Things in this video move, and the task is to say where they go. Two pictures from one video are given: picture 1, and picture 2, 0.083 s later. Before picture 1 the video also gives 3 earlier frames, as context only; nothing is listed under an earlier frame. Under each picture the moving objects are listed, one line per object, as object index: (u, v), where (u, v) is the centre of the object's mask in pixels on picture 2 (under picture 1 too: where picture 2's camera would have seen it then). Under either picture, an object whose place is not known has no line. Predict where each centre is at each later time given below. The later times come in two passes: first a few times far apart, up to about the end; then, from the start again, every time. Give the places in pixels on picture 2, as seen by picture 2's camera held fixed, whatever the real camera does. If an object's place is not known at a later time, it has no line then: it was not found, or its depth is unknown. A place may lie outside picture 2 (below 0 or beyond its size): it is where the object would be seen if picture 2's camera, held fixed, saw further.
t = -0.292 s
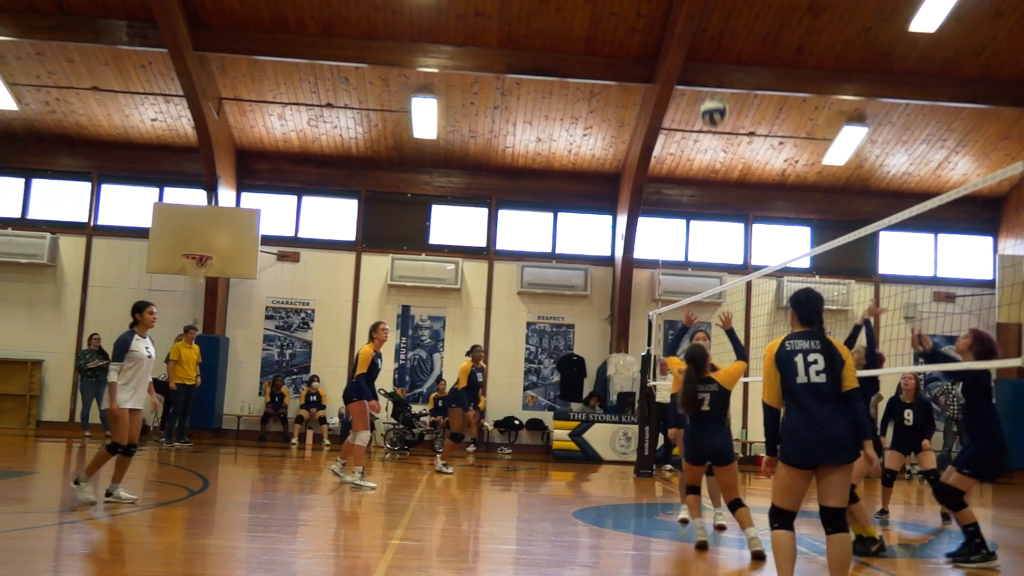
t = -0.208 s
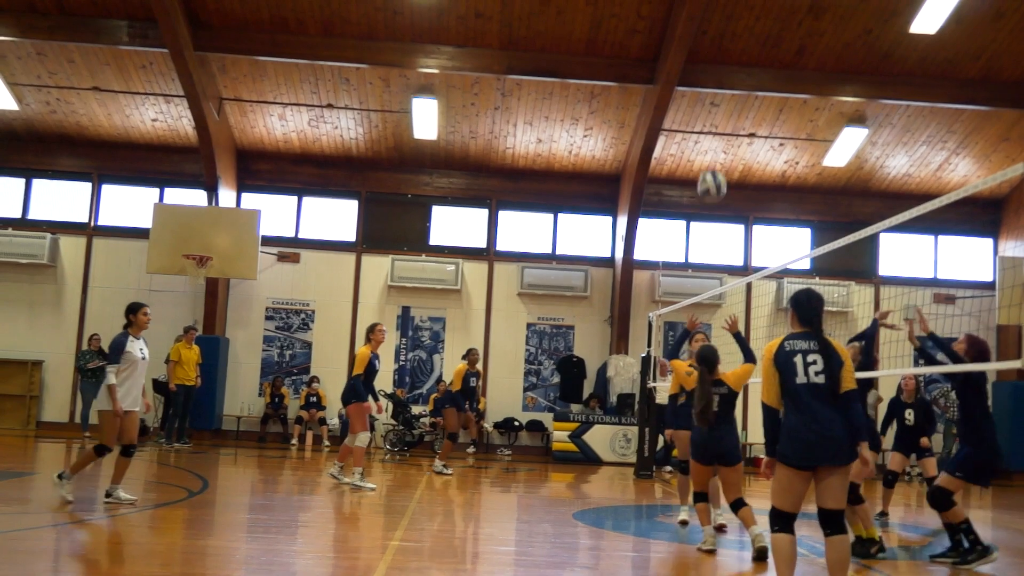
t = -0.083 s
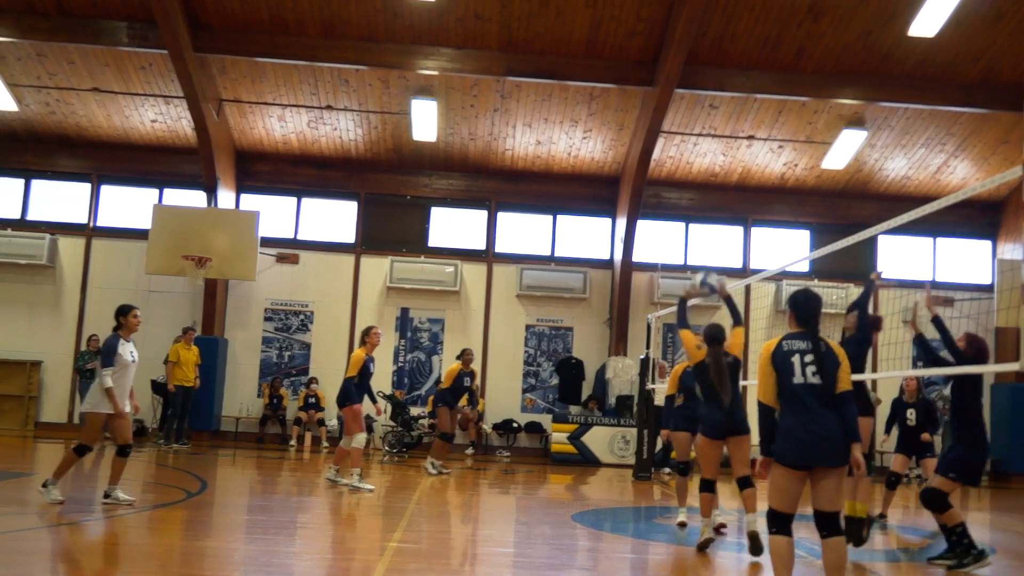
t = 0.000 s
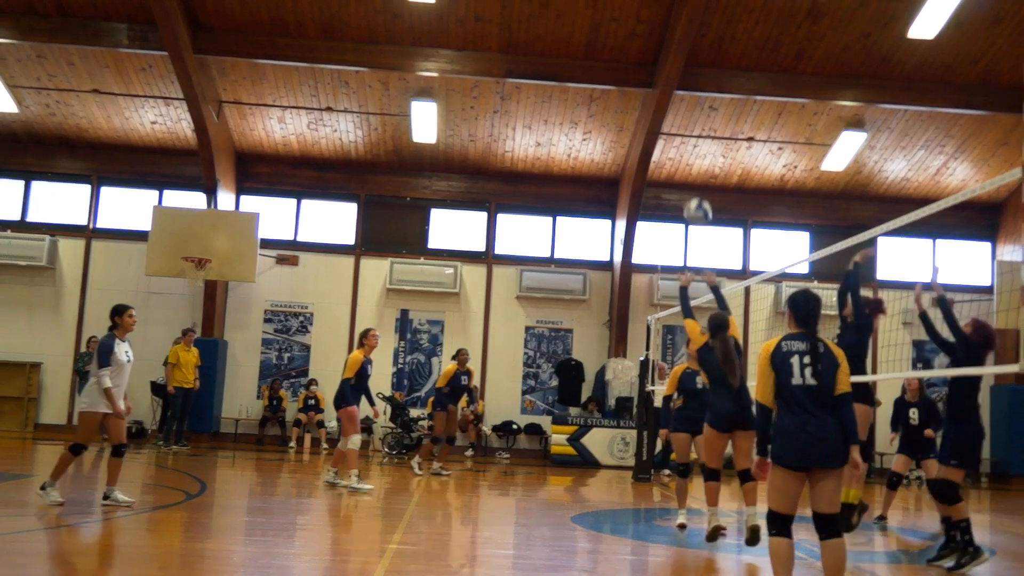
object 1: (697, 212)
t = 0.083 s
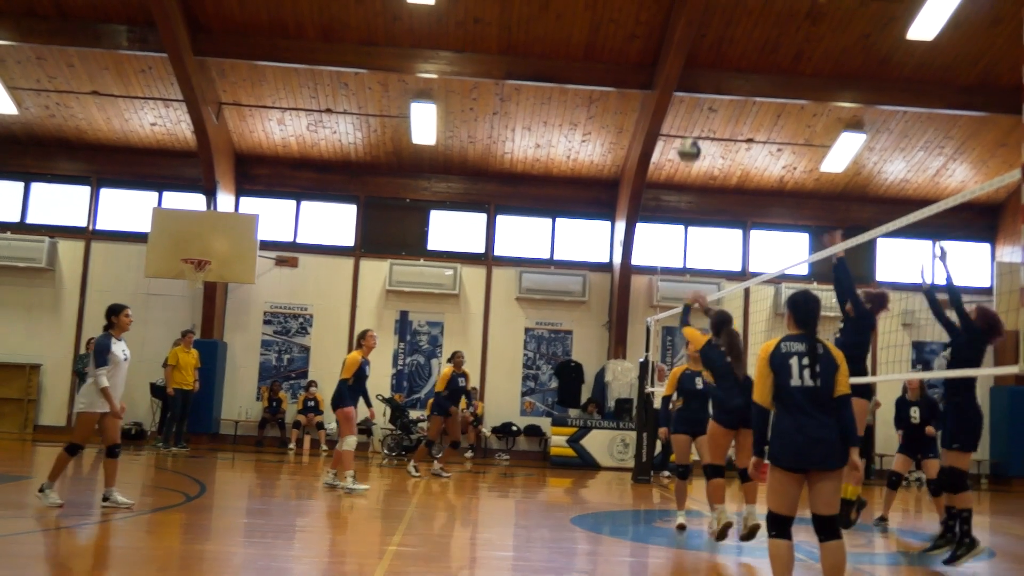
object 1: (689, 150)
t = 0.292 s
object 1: (675, 46)
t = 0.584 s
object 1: (658, -2)
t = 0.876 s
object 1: (639, 31)
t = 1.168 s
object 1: (619, 130)
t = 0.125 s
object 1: (687, 124)
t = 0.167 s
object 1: (683, 100)
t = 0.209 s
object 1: (680, 80)
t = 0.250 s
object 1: (677, 62)
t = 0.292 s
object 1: (675, 46)
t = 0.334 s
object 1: (672, 33)
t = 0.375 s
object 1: (670, 22)
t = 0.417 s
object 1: (667, 13)
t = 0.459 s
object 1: (665, 6)
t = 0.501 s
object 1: (663, 2)
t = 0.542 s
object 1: (660, -1)
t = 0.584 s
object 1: (658, -2)
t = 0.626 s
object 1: (655, -2)
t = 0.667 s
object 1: (653, -1)
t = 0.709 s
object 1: (650, 2)
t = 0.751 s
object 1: (647, 7)
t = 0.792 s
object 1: (644, 14)
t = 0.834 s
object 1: (642, 22)
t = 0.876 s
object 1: (639, 31)
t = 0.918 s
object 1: (637, 41)
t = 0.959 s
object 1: (634, 53)
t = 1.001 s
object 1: (631, 66)
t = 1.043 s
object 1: (628, 80)
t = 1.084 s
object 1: (625, 96)
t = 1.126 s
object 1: (623, 112)
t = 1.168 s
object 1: (619, 130)
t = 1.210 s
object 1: (617, 151)
